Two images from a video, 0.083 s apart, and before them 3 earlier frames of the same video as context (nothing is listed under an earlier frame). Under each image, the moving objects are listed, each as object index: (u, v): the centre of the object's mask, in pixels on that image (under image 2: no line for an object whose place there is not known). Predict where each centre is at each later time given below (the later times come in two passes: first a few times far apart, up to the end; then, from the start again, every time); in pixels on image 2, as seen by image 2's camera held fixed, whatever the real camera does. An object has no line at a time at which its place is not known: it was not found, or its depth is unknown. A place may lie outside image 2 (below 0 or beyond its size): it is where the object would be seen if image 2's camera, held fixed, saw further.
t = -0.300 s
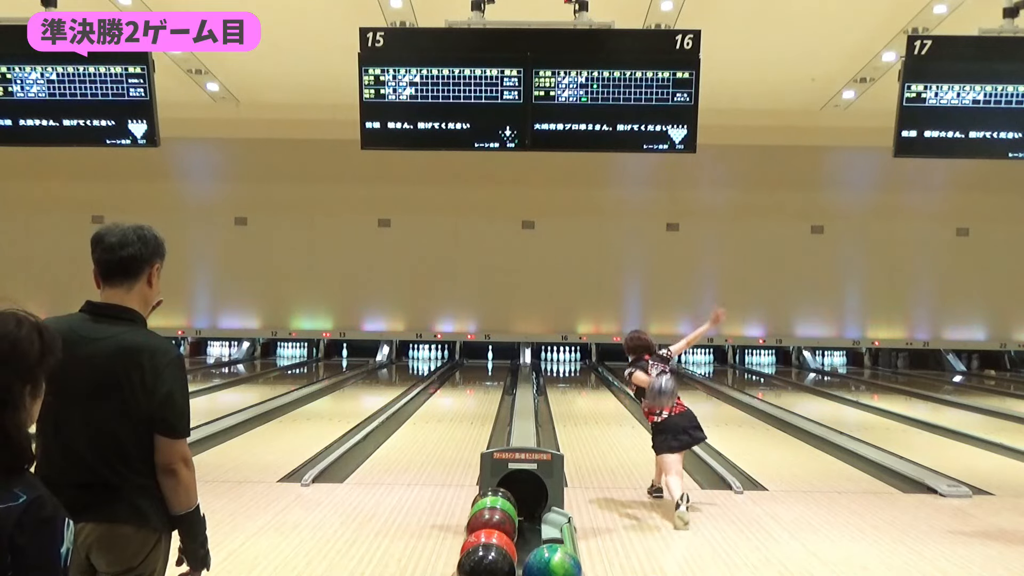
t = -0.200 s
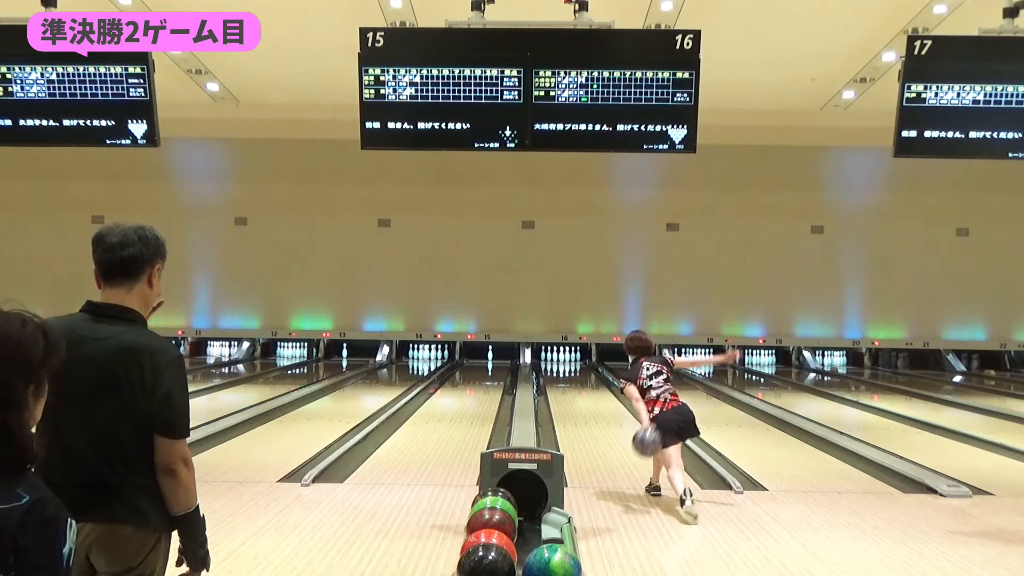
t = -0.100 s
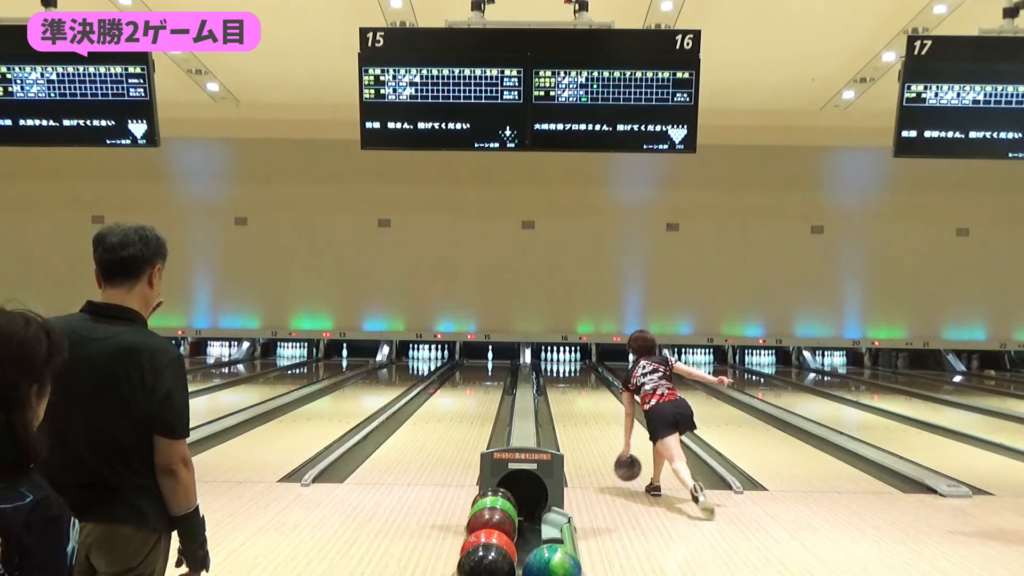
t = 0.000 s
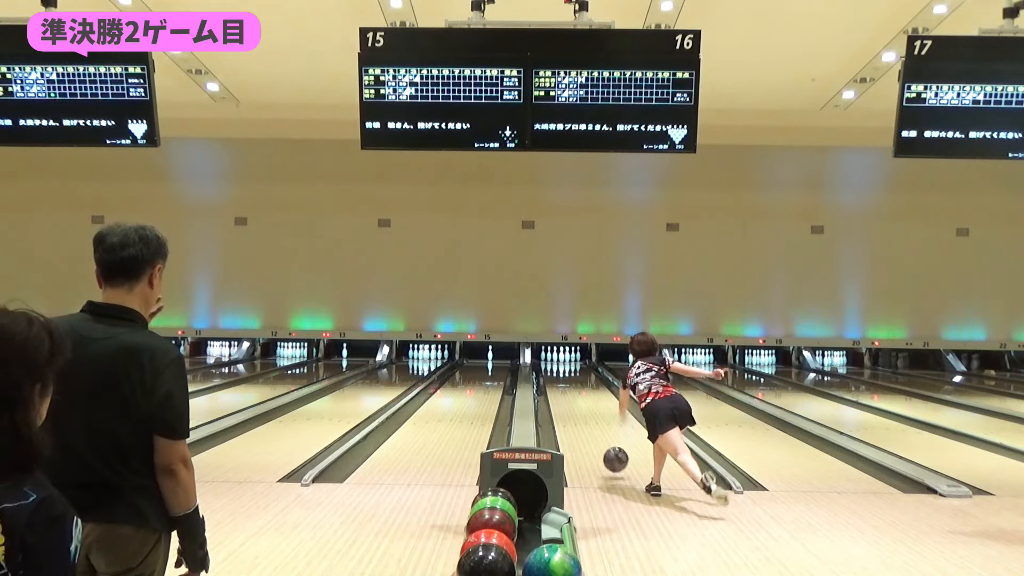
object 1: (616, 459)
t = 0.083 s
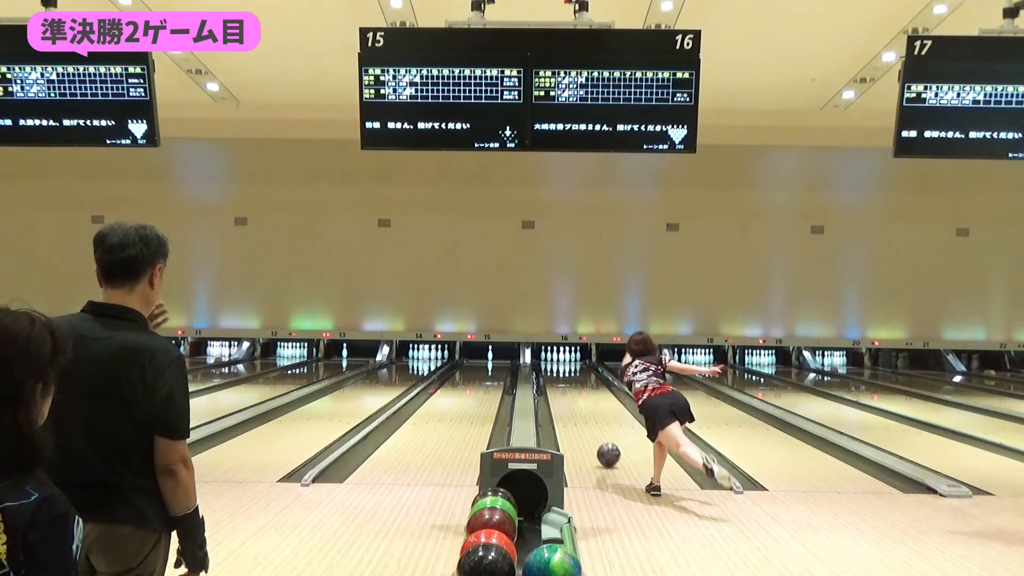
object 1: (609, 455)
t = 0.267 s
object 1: (595, 437)
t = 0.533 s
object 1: (581, 417)
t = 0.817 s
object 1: (571, 402)
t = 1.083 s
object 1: (563, 390)
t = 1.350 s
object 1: (557, 382)
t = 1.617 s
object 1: (553, 375)
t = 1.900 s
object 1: (551, 370)
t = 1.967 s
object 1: (550, 368)
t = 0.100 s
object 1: (607, 452)
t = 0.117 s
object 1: (606, 450)
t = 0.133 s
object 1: (604, 449)
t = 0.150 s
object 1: (603, 447)
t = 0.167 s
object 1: (602, 446)
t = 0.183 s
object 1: (601, 444)
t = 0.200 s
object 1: (600, 443)
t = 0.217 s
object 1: (599, 441)
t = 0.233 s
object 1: (597, 439)
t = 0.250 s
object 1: (596, 438)
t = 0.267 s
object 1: (595, 437)
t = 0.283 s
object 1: (594, 435)
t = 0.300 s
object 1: (593, 434)
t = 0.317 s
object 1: (592, 432)
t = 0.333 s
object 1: (591, 431)
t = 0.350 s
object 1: (590, 430)
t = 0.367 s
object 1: (590, 428)
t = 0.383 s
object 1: (589, 427)
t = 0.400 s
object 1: (588, 426)
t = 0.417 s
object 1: (587, 425)
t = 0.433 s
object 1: (586, 424)
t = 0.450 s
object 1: (585, 422)
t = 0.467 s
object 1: (584, 421)
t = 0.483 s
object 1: (583, 420)
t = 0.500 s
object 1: (583, 419)
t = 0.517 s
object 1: (582, 418)
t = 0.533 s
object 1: (581, 417)
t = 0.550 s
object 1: (581, 416)
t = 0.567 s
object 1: (580, 415)
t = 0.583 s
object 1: (579, 414)
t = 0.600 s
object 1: (578, 413)
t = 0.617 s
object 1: (578, 411)
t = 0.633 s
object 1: (577, 410)
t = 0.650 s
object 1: (576, 410)
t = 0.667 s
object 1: (576, 409)
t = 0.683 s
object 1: (575, 408)
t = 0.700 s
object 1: (575, 407)
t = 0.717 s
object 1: (574, 407)
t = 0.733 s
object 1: (574, 406)
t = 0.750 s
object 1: (573, 405)
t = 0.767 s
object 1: (572, 404)
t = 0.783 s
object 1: (572, 403)
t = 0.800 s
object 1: (572, 402)
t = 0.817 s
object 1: (571, 402)
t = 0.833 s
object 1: (570, 401)
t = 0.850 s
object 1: (570, 400)
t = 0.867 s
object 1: (569, 399)
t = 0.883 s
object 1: (569, 399)
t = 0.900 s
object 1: (568, 398)
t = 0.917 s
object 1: (568, 397)
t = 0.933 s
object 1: (567, 396)
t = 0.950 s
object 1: (567, 396)
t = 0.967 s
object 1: (566, 395)
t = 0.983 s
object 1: (566, 394)
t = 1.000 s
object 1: (565, 393)
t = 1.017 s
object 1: (565, 392)
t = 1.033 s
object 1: (564, 392)
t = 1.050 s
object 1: (564, 391)
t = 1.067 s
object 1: (564, 391)
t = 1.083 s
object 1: (563, 390)
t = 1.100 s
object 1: (563, 390)
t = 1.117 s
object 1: (563, 389)
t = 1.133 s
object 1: (562, 388)
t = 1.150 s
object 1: (562, 389)
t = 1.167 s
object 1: (562, 388)
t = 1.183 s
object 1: (561, 388)
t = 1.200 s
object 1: (561, 387)
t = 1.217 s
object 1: (560, 386)
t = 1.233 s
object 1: (560, 385)
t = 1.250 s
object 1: (560, 385)
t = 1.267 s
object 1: (560, 384)
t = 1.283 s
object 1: (559, 384)
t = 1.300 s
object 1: (559, 384)
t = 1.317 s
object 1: (558, 383)
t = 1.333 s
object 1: (558, 383)
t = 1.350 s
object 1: (557, 382)
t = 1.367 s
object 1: (556, 382)
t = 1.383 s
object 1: (557, 382)
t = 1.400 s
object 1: (558, 381)
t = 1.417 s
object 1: (558, 381)
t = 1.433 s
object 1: (556, 380)
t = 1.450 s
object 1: (556, 380)
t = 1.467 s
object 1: (556, 379)
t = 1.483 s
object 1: (556, 379)
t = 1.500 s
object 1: (556, 379)
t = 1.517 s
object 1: (555, 378)
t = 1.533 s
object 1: (555, 377)
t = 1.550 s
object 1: (556, 376)
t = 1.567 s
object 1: (556, 376)
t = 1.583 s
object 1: (554, 376)
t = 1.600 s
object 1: (553, 375)
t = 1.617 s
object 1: (553, 375)
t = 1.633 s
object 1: (553, 374)
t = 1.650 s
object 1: (553, 374)
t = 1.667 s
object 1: (553, 373)
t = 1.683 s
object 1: (553, 373)
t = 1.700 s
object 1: (553, 373)
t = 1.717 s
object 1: (552, 373)
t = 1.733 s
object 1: (552, 372)
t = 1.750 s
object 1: (552, 372)
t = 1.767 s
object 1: (552, 372)
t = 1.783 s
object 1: (552, 371)
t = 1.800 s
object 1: (551, 371)
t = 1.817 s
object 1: (552, 371)
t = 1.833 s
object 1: (551, 371)
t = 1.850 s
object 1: (551, 371)
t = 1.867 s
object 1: (551, 370)
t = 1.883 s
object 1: (550, 370)
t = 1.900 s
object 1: (551, 370)
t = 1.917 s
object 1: (550, 370)
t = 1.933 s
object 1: (550, 369)
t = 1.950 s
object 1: (550, 369)
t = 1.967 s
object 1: (550, 368)
